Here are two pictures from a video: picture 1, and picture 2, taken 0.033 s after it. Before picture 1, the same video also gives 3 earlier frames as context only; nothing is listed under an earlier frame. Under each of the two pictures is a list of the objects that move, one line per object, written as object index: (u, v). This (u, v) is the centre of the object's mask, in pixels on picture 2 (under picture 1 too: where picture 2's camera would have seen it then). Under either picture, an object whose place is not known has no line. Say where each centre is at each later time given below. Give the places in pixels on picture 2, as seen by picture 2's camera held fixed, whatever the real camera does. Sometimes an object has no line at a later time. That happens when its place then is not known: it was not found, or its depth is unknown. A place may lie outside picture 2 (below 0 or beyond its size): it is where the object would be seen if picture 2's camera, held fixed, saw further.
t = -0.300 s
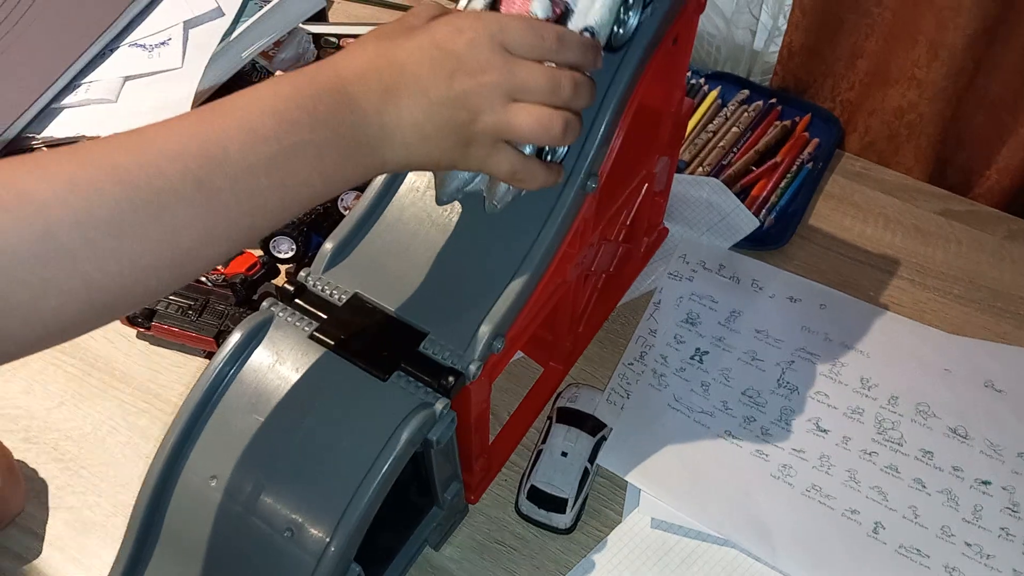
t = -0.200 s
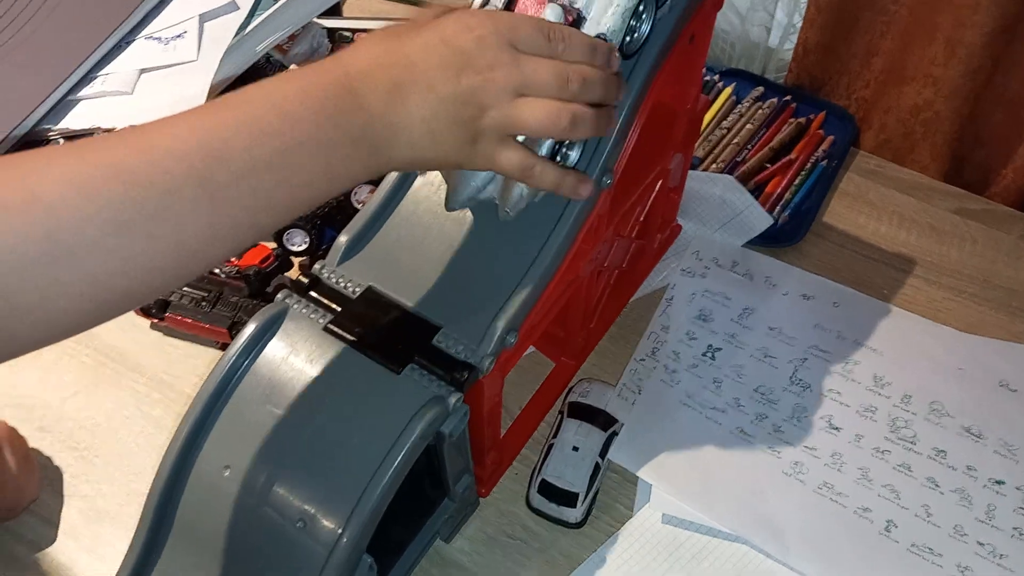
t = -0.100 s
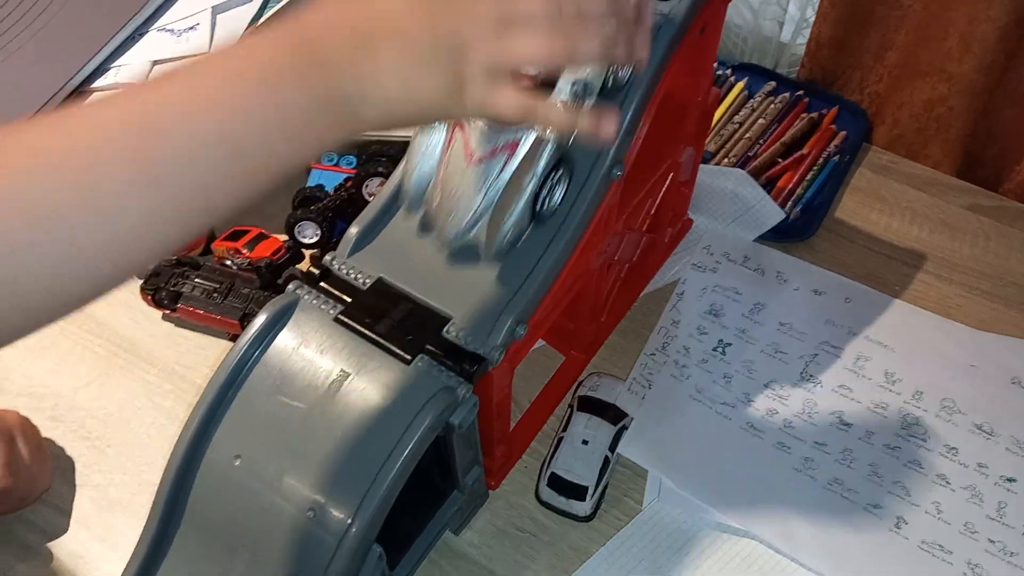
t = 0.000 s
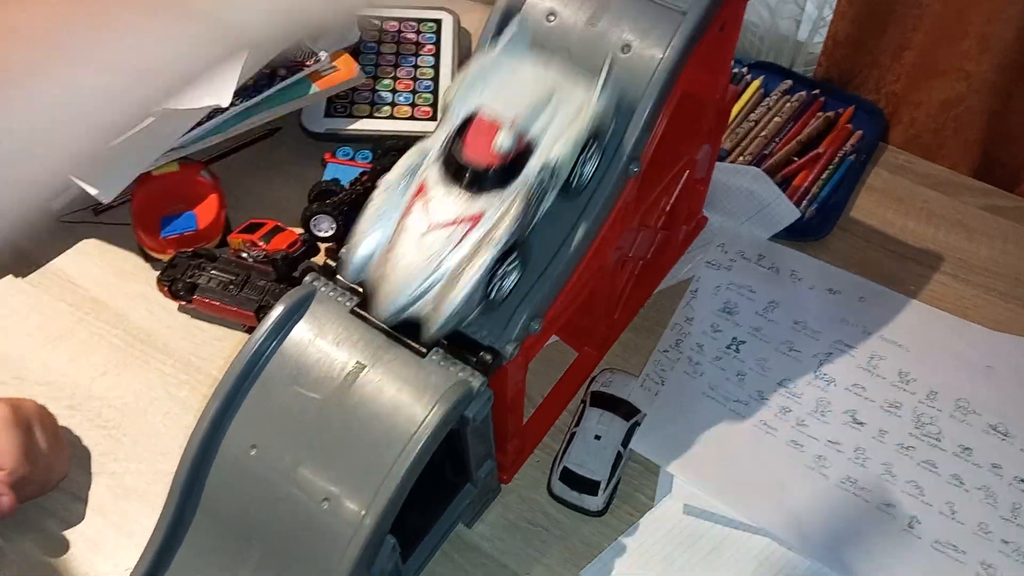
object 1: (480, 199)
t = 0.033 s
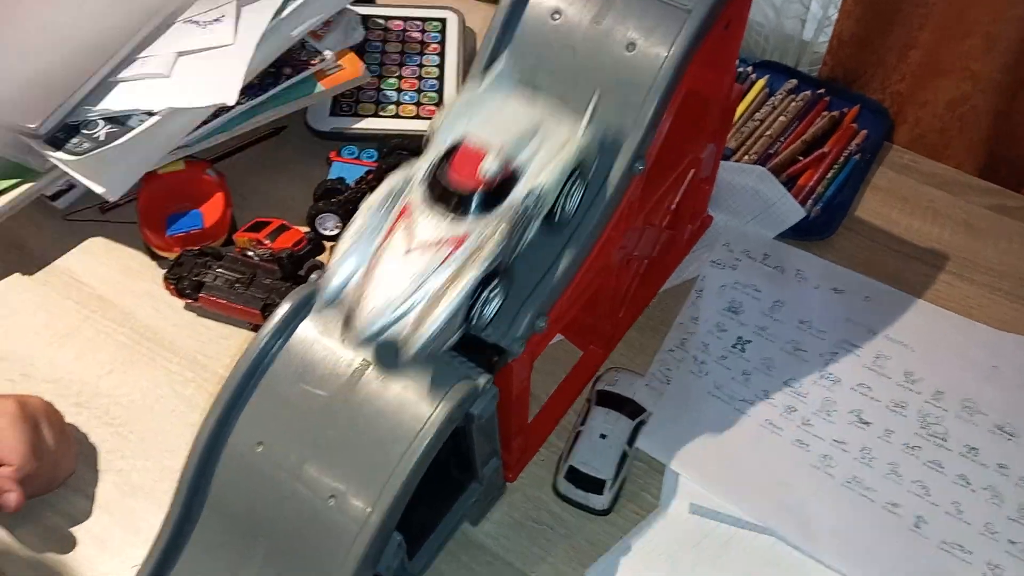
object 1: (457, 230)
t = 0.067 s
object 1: (435, 253)
